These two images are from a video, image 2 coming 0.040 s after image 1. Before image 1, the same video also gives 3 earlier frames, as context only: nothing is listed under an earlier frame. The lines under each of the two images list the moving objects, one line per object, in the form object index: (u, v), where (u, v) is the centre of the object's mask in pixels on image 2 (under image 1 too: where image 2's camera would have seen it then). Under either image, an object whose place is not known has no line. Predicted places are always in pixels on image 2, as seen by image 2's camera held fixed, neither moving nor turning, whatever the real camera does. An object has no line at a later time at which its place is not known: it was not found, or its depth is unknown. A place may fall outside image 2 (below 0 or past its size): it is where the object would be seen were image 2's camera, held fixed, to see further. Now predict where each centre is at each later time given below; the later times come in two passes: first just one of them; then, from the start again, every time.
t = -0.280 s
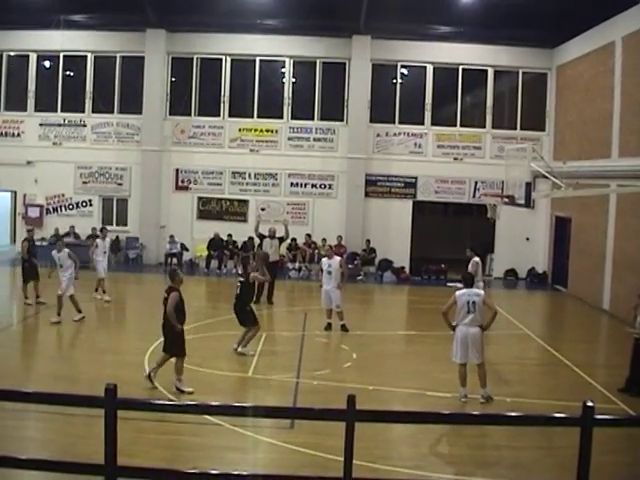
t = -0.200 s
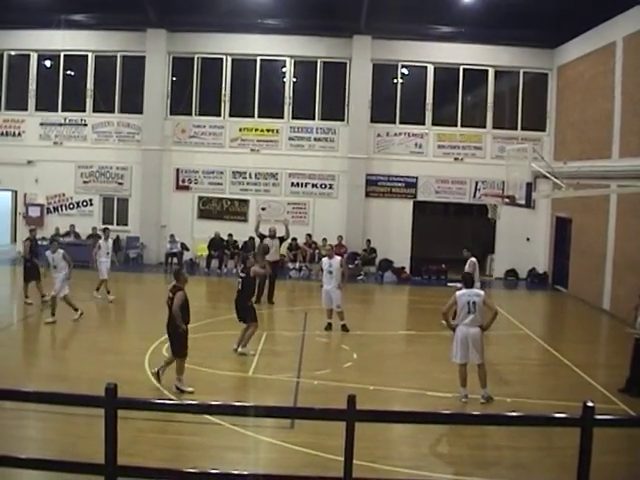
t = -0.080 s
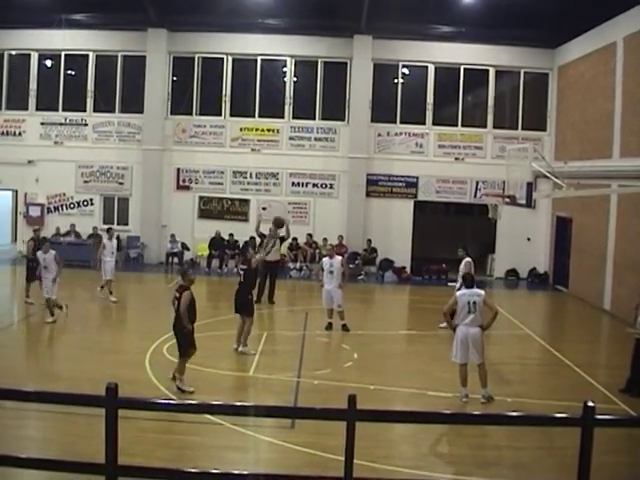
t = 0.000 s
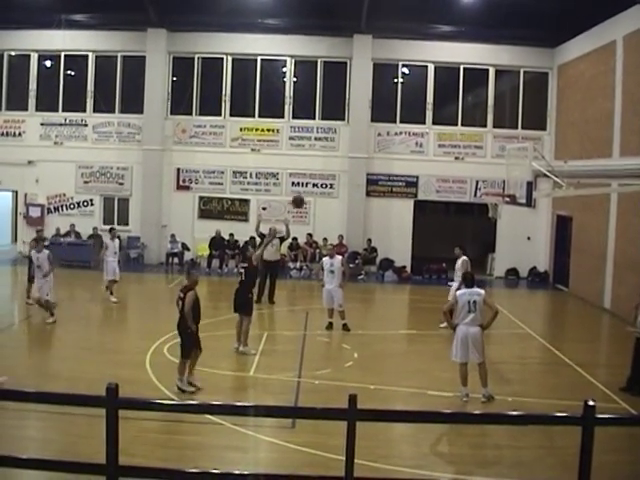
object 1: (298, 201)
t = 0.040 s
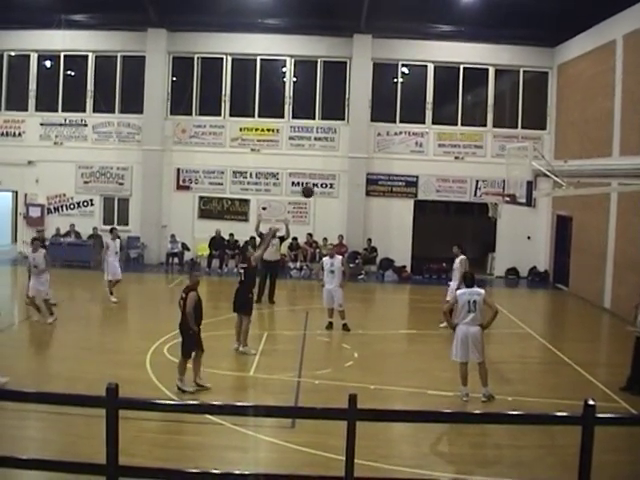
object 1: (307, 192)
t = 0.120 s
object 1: (327, 175)
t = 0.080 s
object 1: (317, 183)
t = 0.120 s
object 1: (327, 175)
